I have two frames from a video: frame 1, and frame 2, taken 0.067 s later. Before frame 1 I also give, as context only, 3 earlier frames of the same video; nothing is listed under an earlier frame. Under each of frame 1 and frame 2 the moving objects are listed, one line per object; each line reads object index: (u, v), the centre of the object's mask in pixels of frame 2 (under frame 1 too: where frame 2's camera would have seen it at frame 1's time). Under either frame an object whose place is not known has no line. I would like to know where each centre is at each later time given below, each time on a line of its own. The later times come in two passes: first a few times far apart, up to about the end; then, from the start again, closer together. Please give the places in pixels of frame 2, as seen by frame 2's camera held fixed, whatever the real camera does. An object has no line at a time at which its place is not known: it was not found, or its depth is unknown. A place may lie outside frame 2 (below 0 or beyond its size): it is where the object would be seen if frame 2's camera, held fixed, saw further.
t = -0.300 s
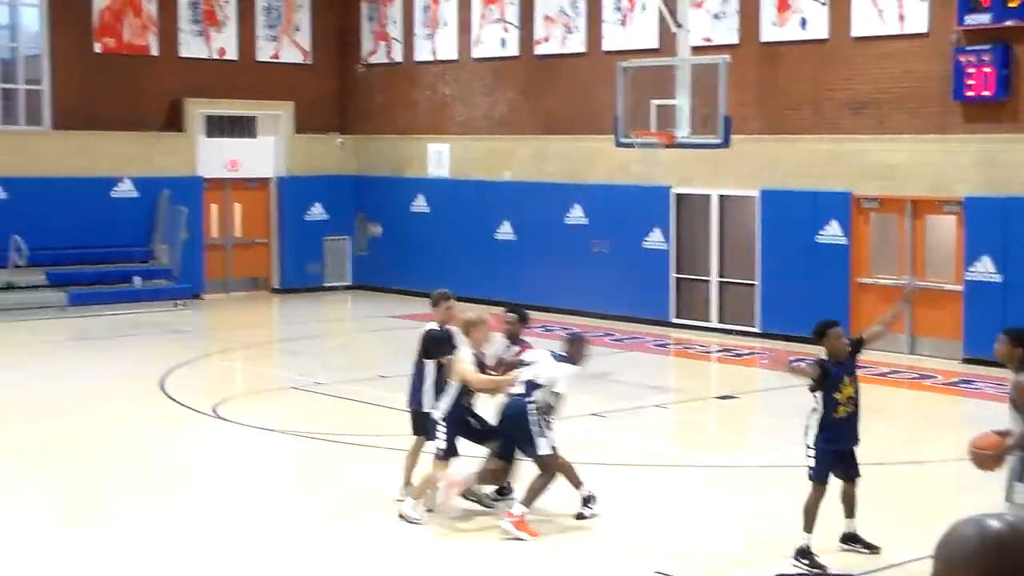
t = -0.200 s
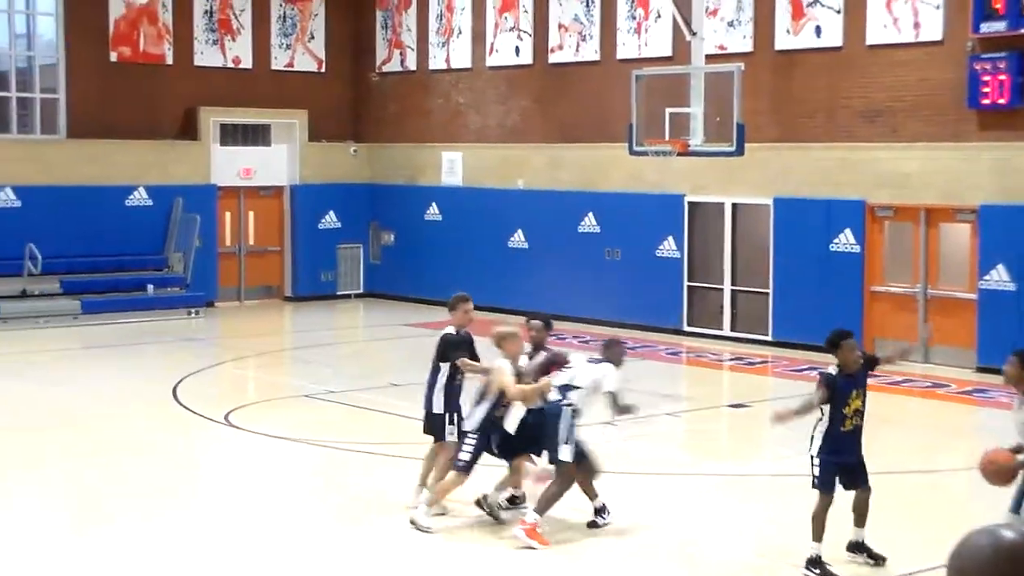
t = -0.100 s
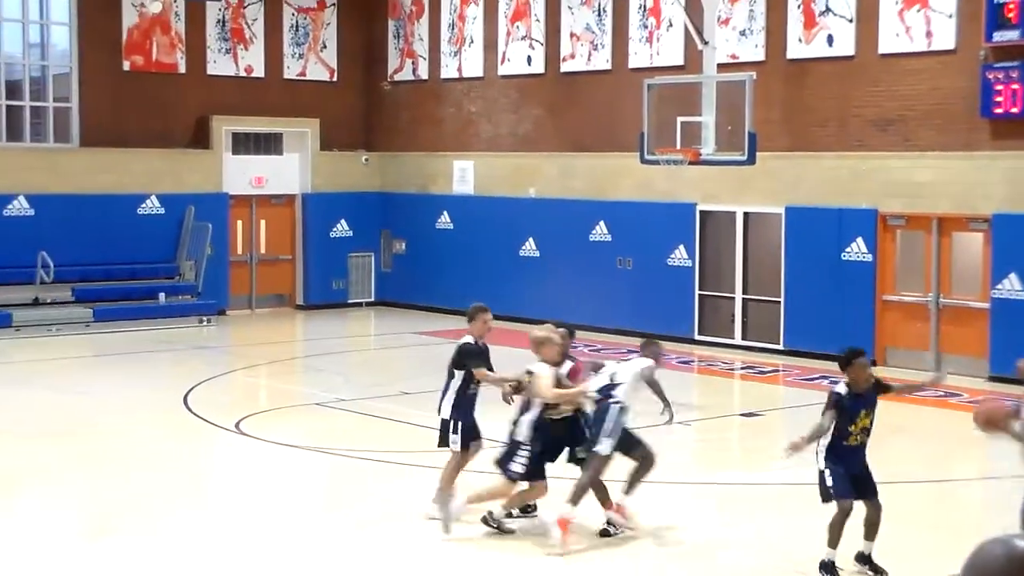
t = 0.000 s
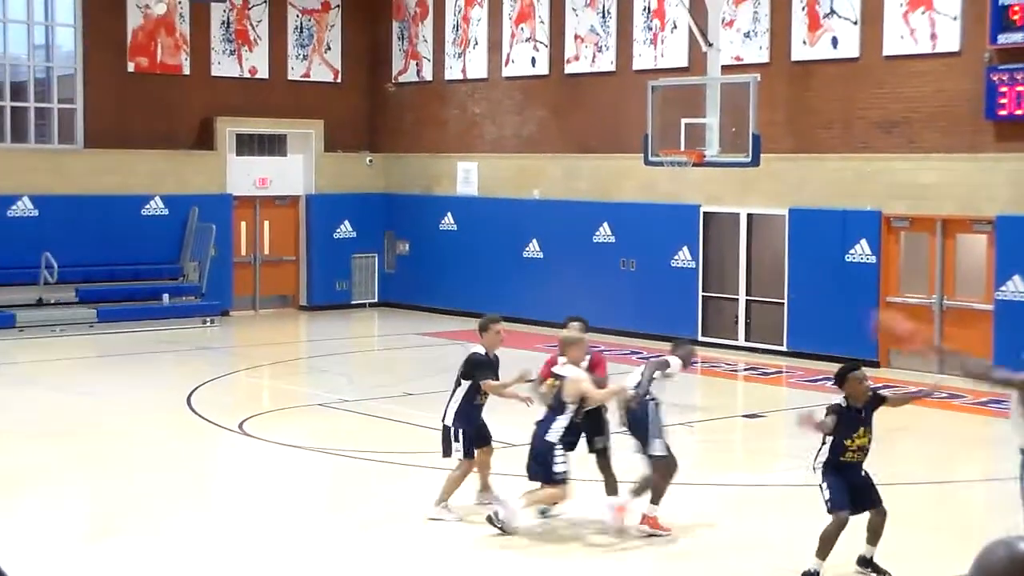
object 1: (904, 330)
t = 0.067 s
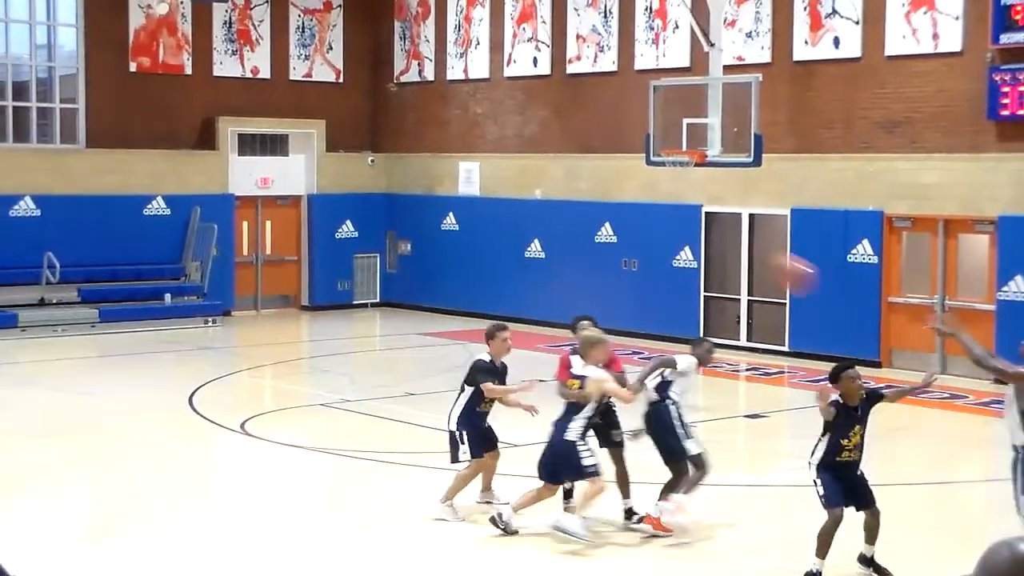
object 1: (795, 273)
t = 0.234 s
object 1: (545, 159)
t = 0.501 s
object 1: (204, 79)
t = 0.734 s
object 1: (-55, 87)
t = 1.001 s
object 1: (-319, 181)
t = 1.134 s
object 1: (-439, 251)
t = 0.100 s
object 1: (736, 243)
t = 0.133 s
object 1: (685, 220)
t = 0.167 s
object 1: (640, 201)
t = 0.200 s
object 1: (592, 180)
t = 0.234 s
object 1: (545, 159)
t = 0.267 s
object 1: (498, 142)
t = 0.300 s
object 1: (453, 127)
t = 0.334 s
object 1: (410, 116)
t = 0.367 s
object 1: (367, 105)
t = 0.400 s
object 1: (325, 97)
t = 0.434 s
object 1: (285, 89)
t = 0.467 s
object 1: (245, 83)
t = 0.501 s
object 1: (204, 79)
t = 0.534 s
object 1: (164, 75)
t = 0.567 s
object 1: (127, 73)
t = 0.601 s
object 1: (90, 74)
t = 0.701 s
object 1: (-21, 82)
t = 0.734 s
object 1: (-55, 87)
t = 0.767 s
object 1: (-89, 93)
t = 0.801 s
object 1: (-124, 102)
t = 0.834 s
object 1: (-158, 111)
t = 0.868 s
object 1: (-189, 121)
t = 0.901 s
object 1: (-223, 133)
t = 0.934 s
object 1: (-255, 147)
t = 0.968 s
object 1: (-288, 164)
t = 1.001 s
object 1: (-319, 181)
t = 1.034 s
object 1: (-350, 197)
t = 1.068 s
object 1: (-379, 213)
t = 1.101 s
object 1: (-409, 231)
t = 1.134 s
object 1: (-439, 251)
